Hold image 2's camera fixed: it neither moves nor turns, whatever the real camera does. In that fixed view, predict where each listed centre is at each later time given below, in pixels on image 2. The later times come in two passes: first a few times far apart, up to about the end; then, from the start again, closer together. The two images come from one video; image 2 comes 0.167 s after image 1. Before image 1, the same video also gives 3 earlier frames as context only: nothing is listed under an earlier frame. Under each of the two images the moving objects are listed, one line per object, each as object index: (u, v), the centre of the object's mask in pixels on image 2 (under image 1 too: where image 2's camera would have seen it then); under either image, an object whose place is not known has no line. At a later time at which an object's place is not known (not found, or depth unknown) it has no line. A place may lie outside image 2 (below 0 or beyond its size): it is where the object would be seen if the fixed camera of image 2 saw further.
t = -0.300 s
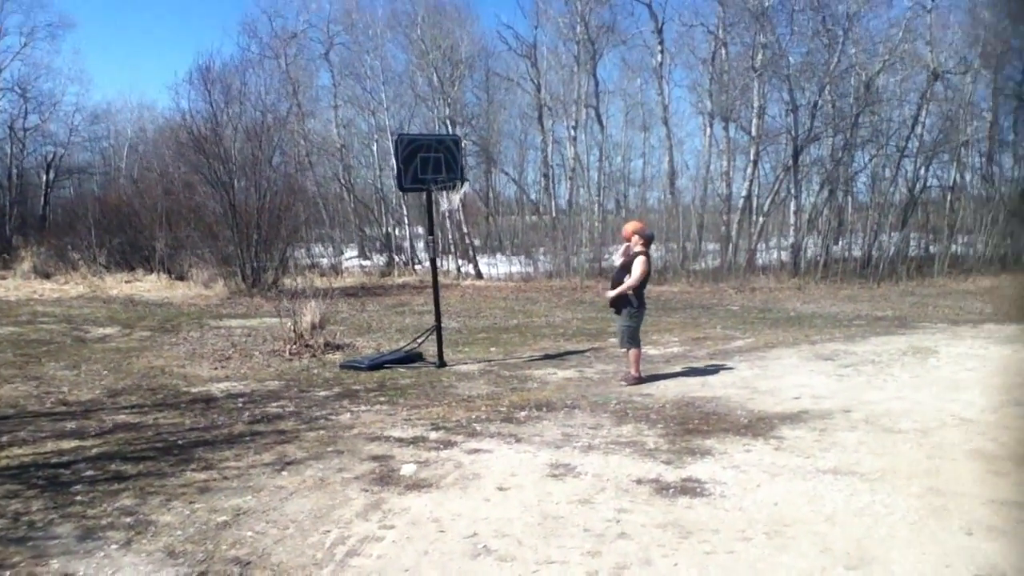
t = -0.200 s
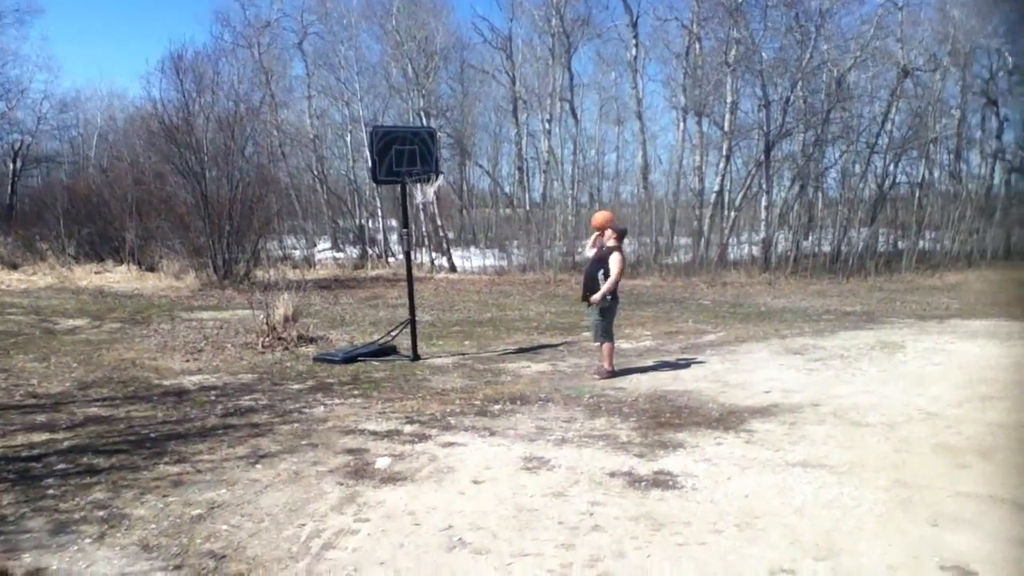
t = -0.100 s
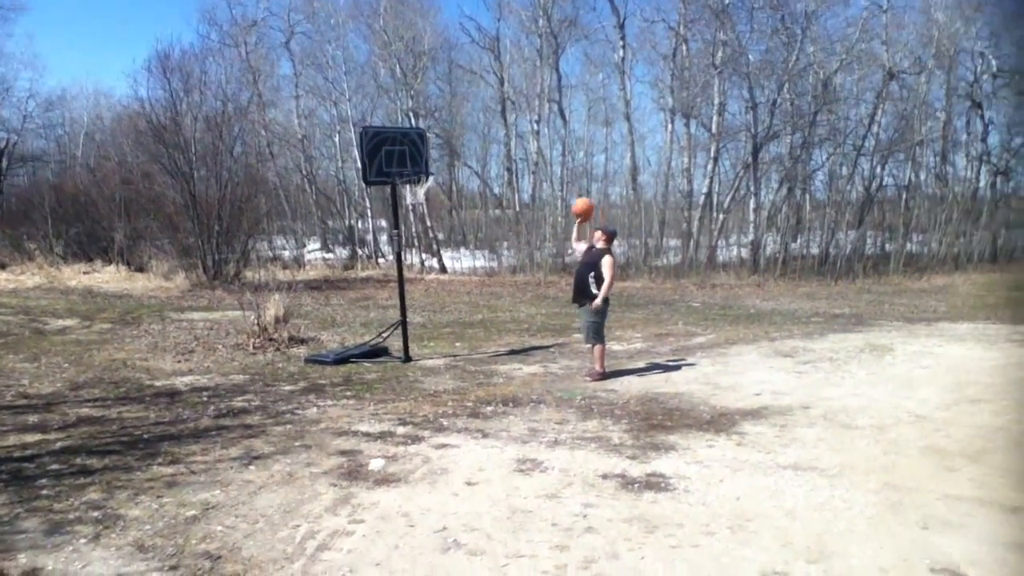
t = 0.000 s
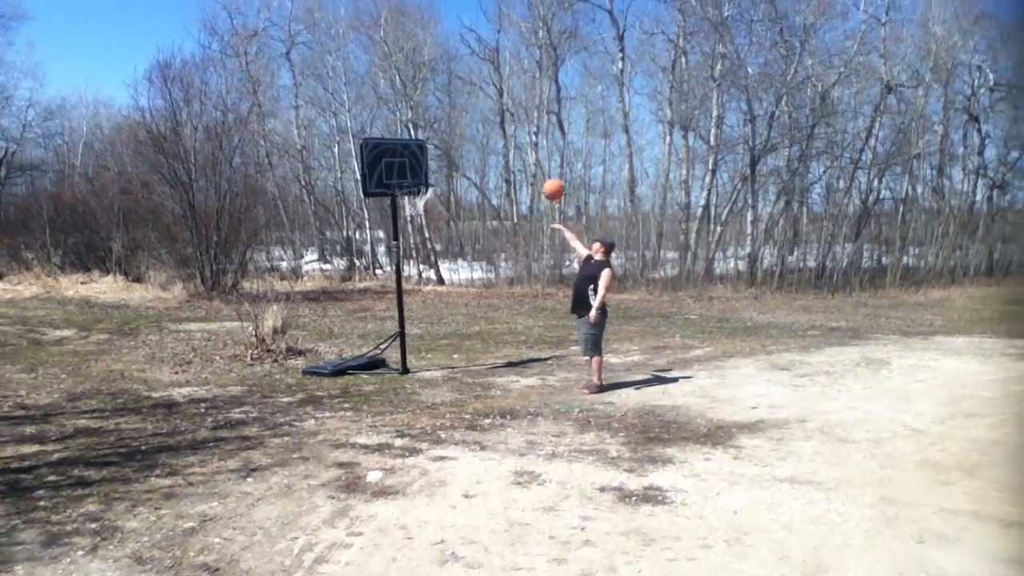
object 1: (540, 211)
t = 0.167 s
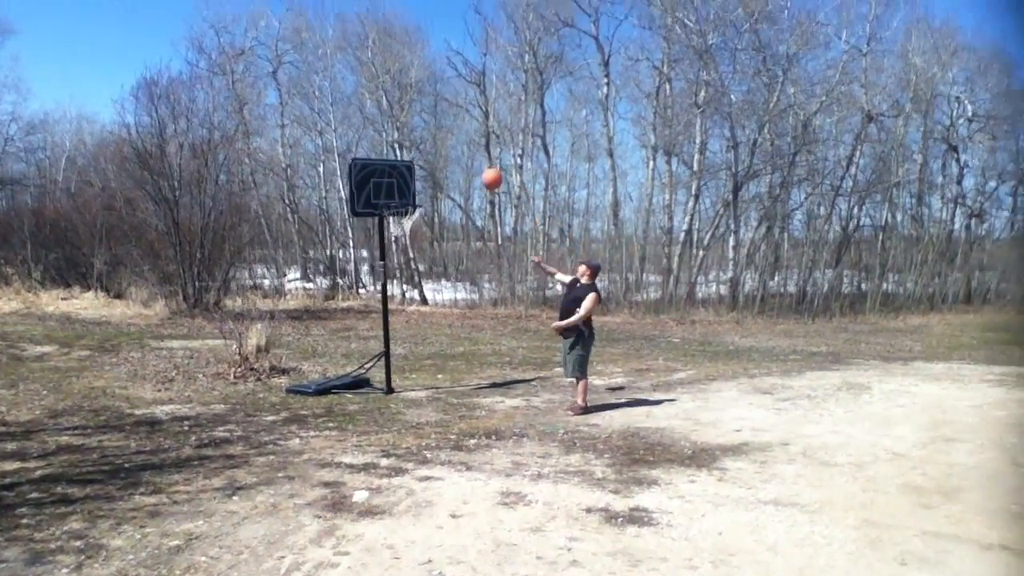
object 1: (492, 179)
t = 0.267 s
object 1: (463, 172)
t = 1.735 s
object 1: (498, 332)
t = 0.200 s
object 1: (482, 175)
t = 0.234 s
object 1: (471, 173)
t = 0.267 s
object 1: (463, 172)
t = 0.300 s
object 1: (454, 170)
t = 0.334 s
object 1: (445, 172)
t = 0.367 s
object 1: (436, 174)
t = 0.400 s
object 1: (427, 176)
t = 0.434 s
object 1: (417, 178)
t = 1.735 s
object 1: (498, 332)
